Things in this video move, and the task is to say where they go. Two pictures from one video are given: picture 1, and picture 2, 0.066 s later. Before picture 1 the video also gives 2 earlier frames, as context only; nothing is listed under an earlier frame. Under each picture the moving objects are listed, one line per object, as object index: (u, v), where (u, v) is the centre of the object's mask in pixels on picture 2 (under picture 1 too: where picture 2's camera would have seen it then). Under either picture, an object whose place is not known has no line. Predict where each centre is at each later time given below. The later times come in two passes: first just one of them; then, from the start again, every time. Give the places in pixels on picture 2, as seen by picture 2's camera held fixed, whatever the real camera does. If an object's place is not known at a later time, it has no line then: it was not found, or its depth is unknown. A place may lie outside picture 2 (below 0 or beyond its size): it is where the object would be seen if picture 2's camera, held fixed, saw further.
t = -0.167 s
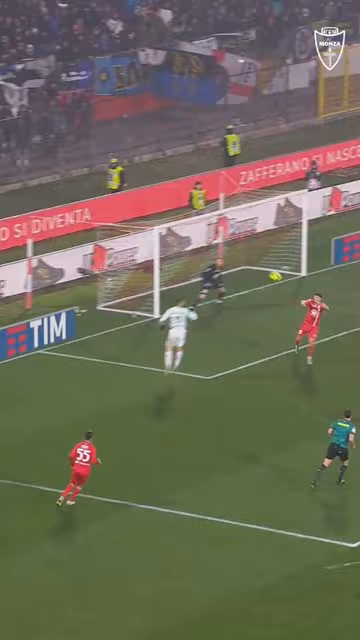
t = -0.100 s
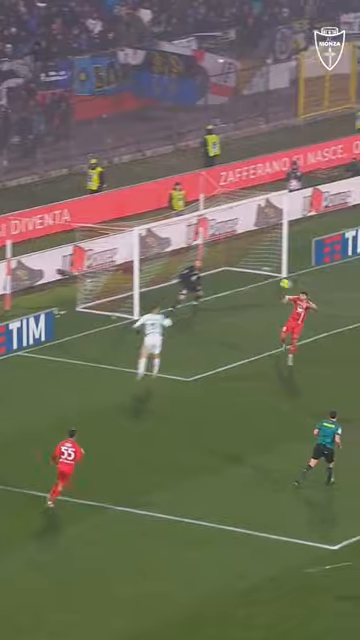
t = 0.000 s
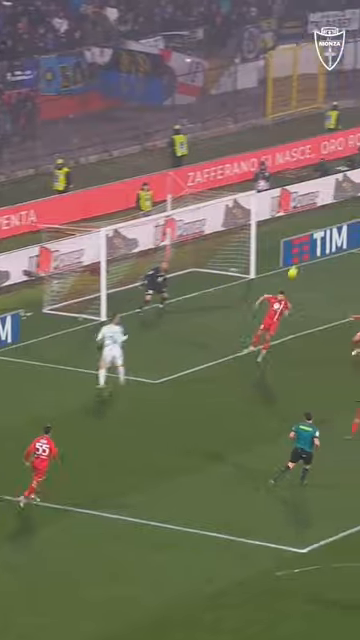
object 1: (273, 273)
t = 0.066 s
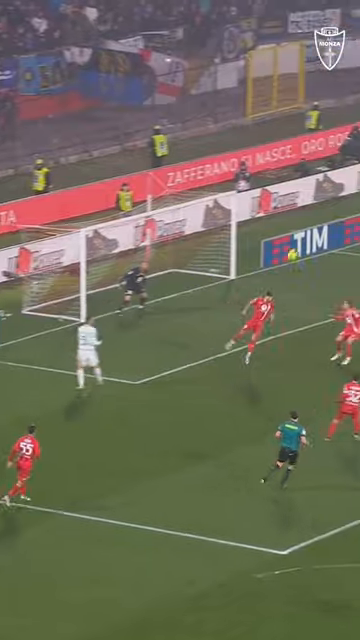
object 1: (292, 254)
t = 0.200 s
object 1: (337, 219)
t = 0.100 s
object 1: (304, 244)
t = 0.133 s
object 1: (318, 234)
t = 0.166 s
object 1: (324, 228)
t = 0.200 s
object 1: (337, 219)
